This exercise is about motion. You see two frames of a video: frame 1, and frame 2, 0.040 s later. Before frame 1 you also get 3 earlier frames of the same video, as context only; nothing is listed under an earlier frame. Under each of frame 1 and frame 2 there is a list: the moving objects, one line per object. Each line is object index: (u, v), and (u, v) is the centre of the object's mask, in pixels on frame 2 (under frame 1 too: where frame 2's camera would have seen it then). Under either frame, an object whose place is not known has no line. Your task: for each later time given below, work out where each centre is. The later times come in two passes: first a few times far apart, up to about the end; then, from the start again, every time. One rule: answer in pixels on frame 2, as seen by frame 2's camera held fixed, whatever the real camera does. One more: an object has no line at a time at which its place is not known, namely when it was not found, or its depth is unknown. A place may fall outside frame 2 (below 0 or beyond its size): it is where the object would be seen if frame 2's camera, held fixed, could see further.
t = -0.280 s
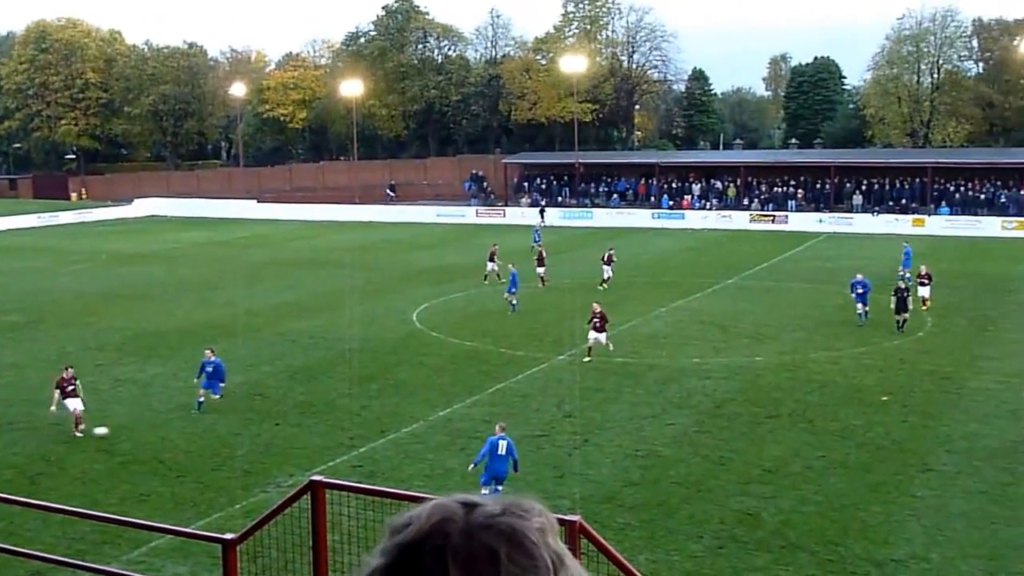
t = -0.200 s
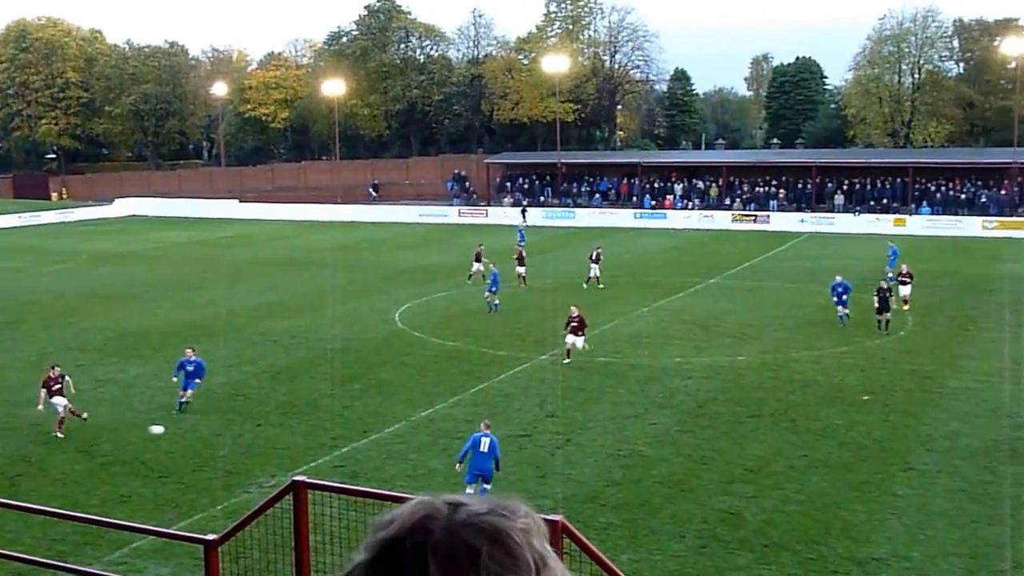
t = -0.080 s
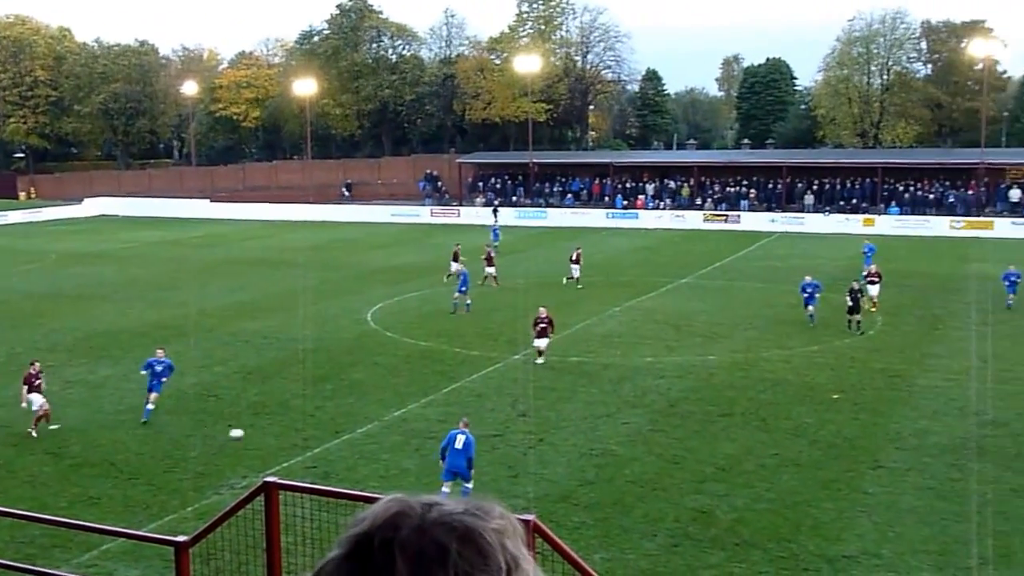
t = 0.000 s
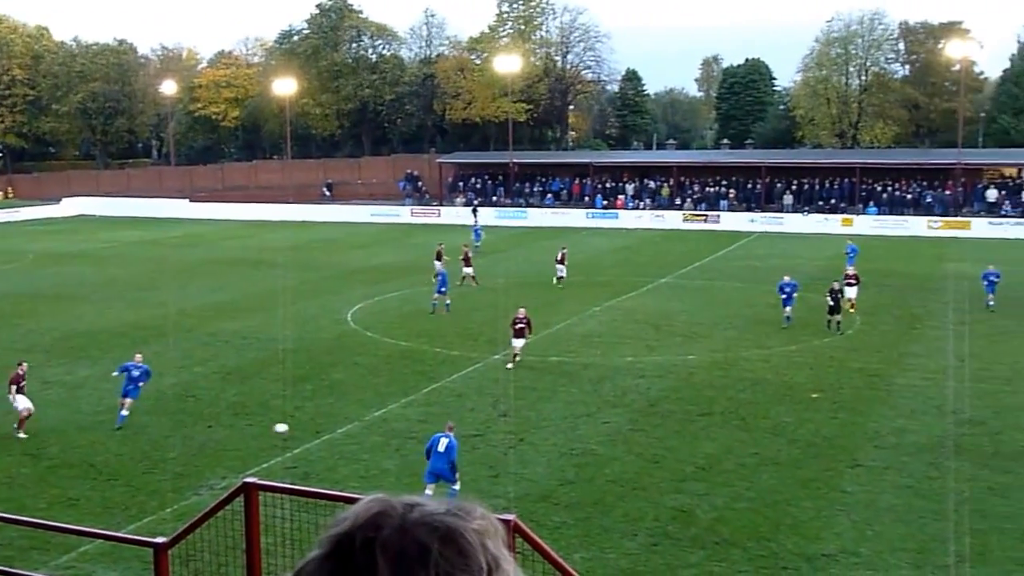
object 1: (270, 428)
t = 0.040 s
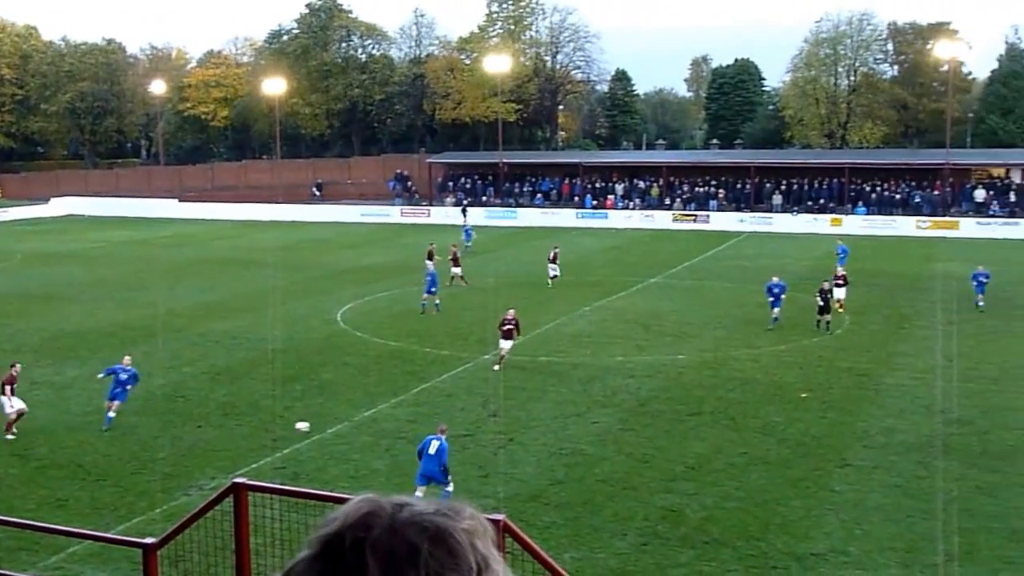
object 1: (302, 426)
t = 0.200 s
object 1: (425, 429)
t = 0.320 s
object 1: (502, 421)
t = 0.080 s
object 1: (334, 426)
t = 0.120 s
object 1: (365, 426)
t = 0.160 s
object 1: (396, 427)
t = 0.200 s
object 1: (425, 429)
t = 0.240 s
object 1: (452, 426)
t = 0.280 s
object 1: (477, 422)
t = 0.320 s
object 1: (502, 421)
